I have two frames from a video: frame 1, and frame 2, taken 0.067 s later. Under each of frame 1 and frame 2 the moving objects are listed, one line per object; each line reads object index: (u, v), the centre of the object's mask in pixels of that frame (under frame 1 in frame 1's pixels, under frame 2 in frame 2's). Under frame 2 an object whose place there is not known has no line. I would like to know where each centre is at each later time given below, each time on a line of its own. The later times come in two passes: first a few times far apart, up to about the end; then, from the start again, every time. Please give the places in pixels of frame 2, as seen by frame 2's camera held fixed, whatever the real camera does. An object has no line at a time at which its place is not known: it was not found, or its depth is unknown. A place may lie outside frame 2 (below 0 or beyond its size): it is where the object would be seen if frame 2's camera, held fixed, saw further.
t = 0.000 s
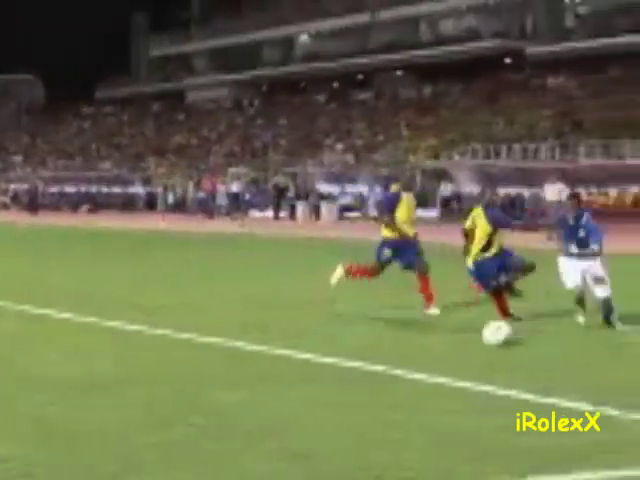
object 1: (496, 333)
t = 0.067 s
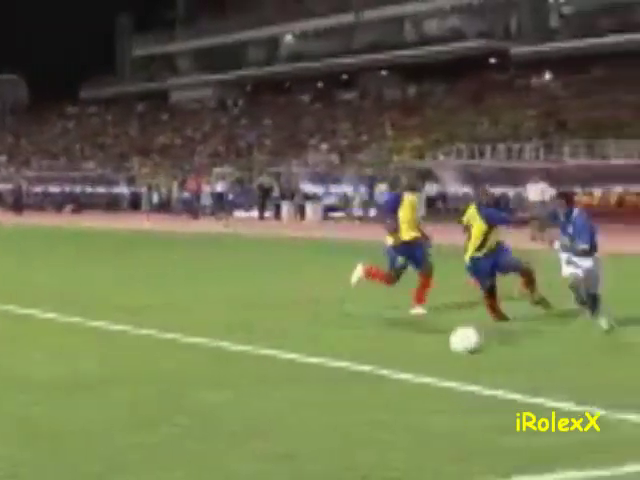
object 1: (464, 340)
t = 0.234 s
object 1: (424, 354)
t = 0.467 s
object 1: (374, 378)
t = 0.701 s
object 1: (330, 406)
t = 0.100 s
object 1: (457, 342)
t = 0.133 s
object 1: (448, 345)
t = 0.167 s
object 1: (441, 347)
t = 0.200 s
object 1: (433, 350)
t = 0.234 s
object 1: (424, 354)
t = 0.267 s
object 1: (416, 358)
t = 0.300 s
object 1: (408, 361)
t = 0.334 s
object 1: (401, 365)
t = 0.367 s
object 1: (394, 368)
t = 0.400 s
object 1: (387, 371)
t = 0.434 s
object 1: (381, 376)
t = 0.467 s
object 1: (374, 378)
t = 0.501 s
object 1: (369, 382)
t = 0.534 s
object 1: (361, 385)
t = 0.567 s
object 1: (355, 389)
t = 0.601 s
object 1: (349, 391)
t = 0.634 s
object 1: (340, 395)
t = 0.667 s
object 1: (336, 402)
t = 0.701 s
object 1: (330, 406)
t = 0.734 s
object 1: (325, 409)
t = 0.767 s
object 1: (322, 412)
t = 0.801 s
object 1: (312, 417)
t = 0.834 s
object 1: (307, 422)
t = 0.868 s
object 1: (302, 428)
